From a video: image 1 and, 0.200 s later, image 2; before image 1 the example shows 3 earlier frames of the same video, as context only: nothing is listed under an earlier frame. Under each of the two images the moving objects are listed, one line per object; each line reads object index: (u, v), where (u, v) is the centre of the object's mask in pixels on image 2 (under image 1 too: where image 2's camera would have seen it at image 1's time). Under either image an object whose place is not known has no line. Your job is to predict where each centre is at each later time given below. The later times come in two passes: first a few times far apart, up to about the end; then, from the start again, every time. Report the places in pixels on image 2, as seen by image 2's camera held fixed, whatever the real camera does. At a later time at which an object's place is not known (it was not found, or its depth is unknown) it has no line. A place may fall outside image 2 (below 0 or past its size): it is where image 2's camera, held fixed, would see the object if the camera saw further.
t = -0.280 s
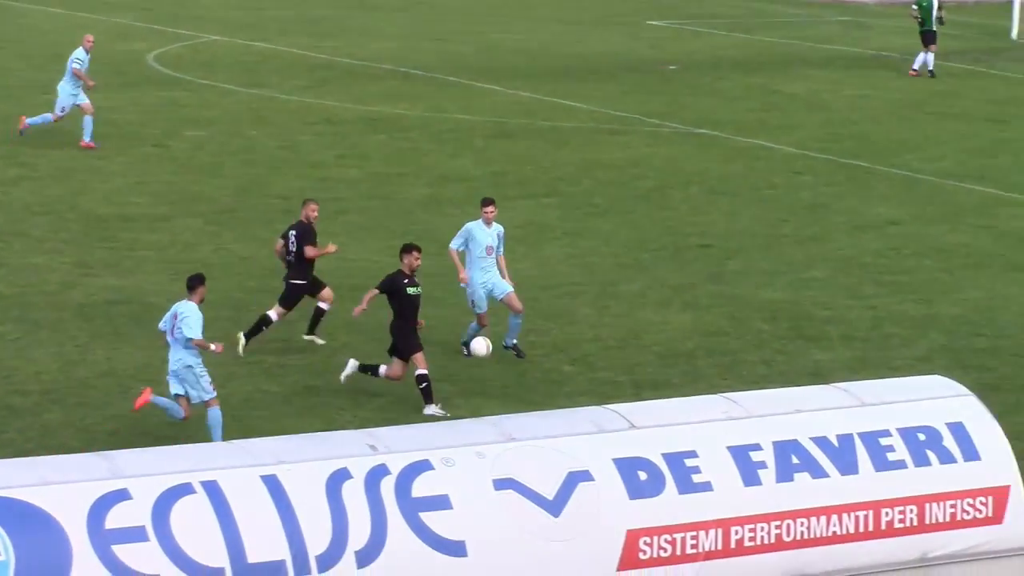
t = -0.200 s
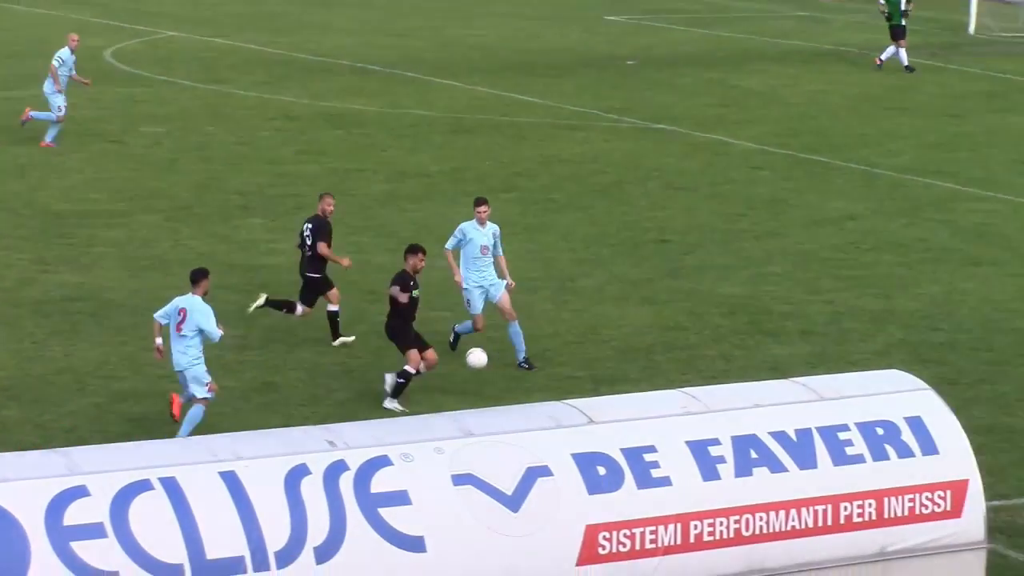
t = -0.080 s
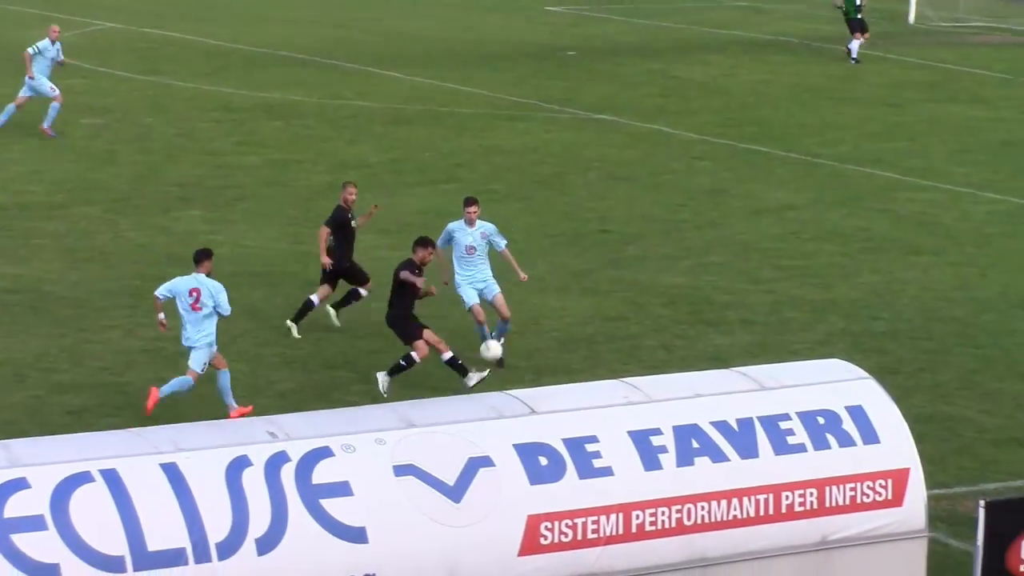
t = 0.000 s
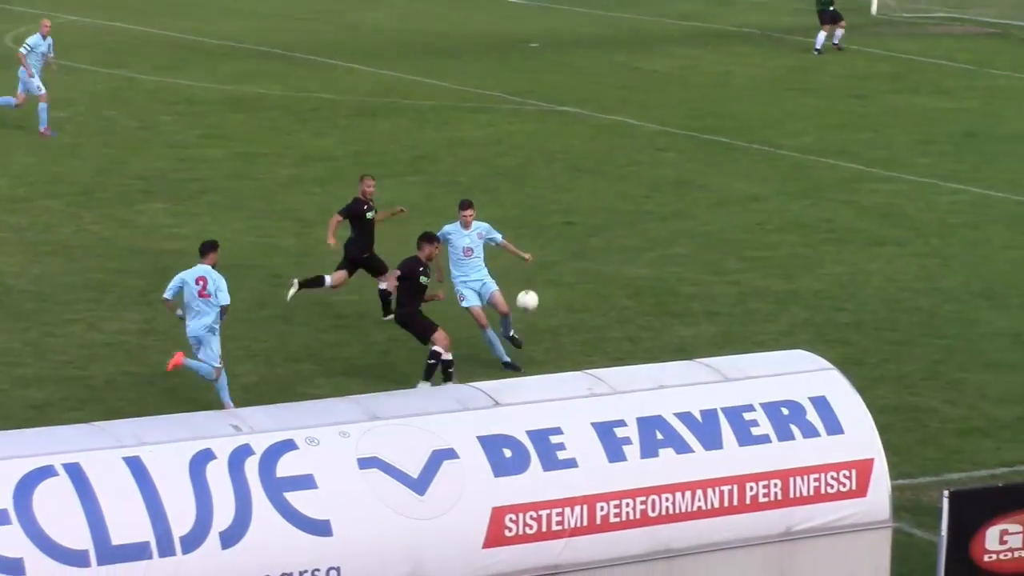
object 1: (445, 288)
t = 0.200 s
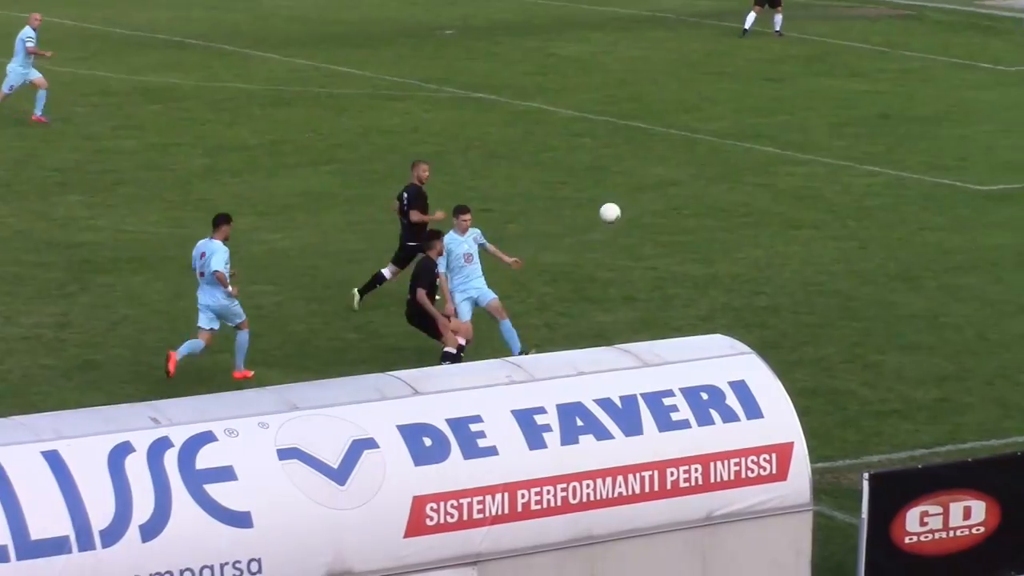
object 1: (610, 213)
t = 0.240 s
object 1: (640, 202)
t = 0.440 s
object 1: (780, 177)
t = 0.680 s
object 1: (924, 194)
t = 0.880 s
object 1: (1031, 246)
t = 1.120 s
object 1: (1113, 191)
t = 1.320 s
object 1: (1176, 171)
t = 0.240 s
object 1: (640, 202)
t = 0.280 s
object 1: (670, 194)
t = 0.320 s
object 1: (699, 188)
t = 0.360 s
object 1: (726, 183)
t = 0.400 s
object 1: (754, 178)
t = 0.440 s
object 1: (780, 177)
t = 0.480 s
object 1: (806, 176)
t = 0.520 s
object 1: (831, 177)
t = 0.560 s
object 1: (855, 178)
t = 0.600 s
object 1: (879, 182)
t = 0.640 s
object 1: (902, 187)
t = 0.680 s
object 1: (924, 194)
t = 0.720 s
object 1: (947, 201)
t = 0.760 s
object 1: (969, 211)
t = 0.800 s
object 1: (989, 222)
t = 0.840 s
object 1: (1010, 234)
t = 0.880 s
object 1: (1031, 246)
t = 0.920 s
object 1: (1046, 245)
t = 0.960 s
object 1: (1060, 232)
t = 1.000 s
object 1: (1074, 219)
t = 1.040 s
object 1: (1087, 208)
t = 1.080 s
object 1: (1100, 199)
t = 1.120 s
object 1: (1113, 191)
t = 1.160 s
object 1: (1126, 184)
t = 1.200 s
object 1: (1139, 179)
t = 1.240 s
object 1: (1152, 174)
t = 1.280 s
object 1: (1164, 172)
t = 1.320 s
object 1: (1176, 171)
